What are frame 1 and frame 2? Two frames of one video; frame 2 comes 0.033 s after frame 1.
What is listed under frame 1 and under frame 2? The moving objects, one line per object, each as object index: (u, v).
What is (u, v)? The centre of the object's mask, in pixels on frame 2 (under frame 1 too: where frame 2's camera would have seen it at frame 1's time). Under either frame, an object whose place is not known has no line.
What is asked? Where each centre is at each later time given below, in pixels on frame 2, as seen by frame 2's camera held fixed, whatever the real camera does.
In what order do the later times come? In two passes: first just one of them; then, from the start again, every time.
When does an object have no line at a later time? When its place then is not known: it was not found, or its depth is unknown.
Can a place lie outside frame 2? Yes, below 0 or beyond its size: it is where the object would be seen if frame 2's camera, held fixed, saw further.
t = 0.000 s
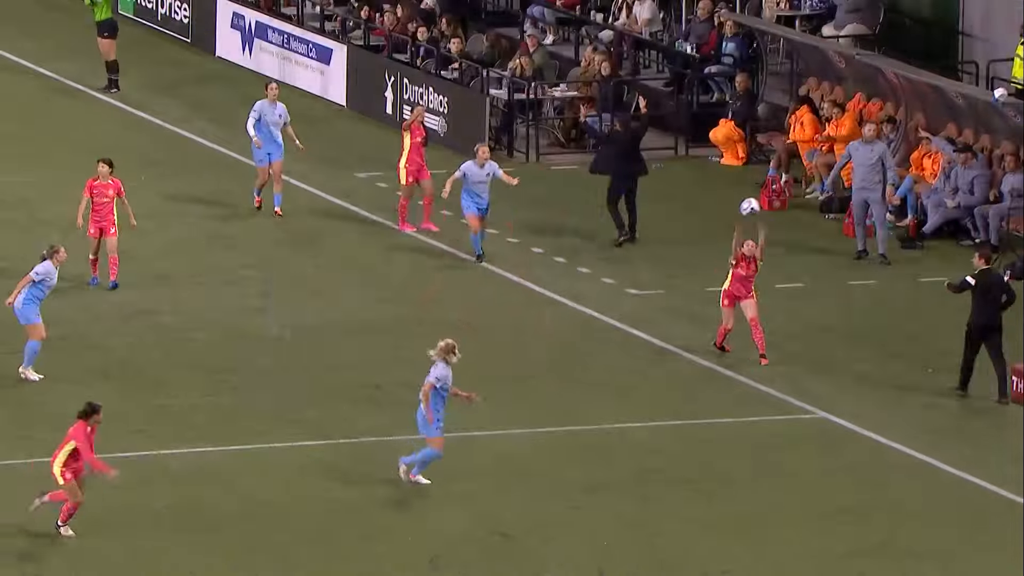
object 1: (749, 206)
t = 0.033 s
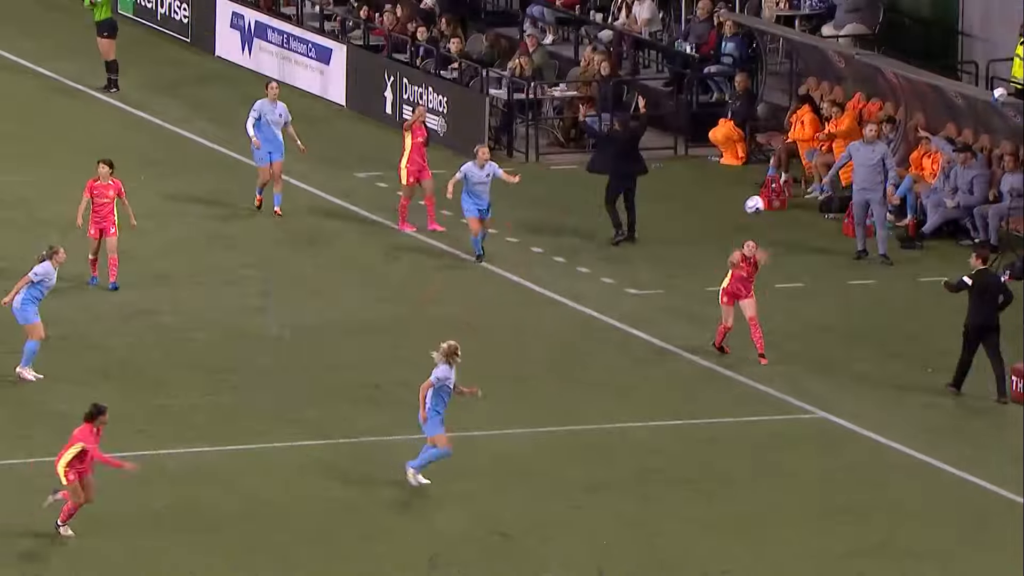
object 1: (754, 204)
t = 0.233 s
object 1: (786, 217)
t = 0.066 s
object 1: (759, 204)
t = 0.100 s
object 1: (764, 204)
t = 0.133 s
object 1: (770, 207)
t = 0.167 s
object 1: (775, 209)
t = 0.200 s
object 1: (781, 212)
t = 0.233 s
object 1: (786, 217)
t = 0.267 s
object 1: (792, 223)
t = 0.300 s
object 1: (797, 230)
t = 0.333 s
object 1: (802, 237)
